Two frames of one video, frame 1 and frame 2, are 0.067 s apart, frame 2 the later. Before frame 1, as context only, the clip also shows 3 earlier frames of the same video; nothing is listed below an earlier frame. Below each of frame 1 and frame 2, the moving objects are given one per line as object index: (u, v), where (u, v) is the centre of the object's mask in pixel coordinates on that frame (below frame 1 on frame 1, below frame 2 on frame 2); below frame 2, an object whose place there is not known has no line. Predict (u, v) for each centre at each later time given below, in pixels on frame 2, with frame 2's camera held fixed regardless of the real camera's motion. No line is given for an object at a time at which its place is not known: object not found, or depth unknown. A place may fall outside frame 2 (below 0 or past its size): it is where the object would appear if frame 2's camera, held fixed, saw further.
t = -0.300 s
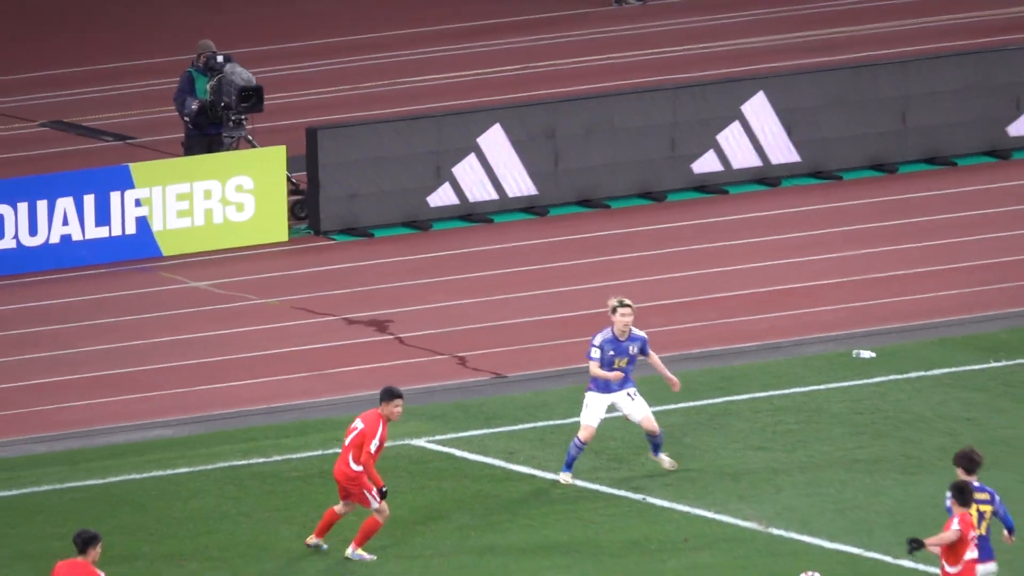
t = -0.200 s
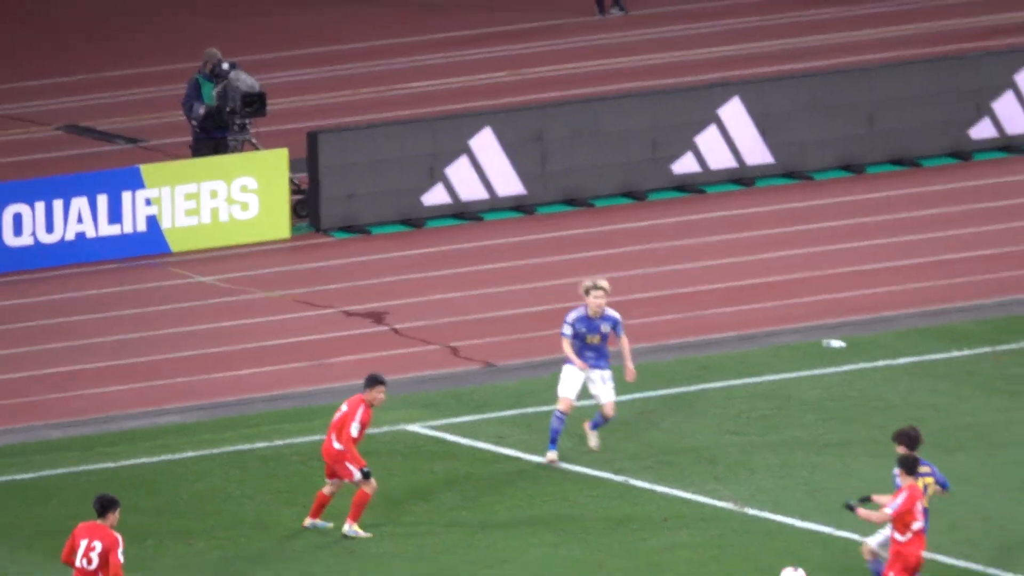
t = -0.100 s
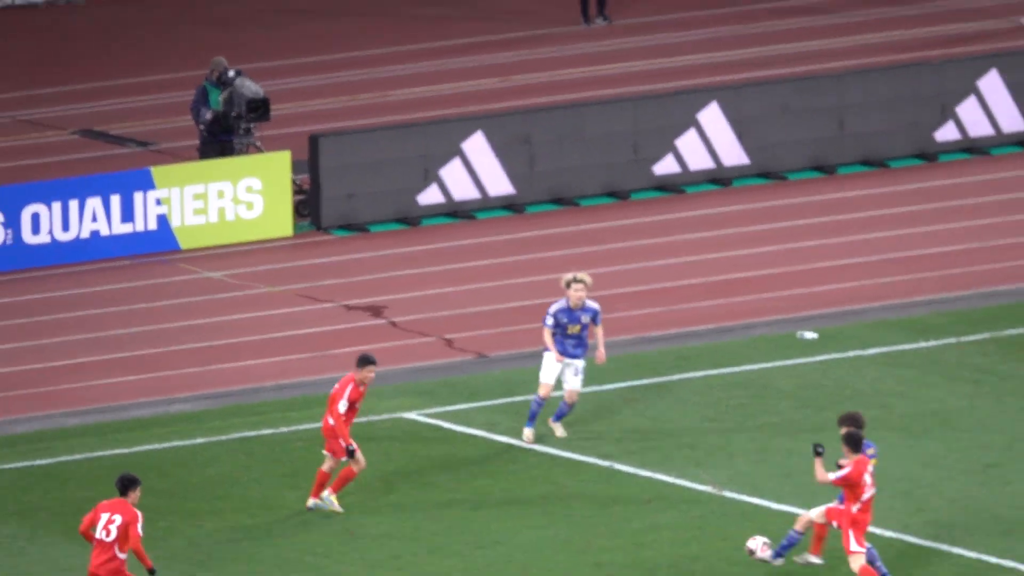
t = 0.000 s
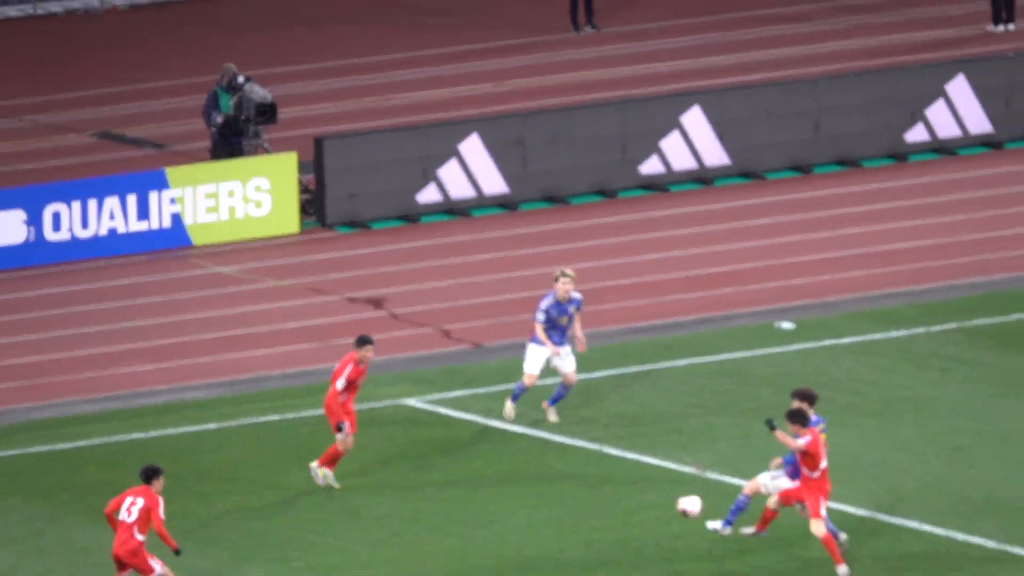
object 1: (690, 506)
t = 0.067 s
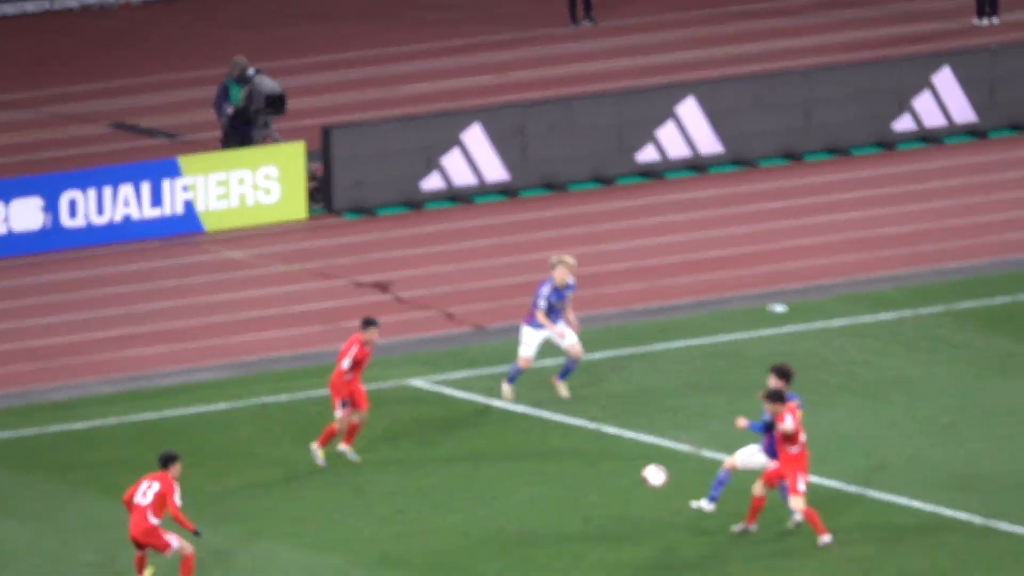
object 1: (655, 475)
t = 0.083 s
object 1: (646, 474)
